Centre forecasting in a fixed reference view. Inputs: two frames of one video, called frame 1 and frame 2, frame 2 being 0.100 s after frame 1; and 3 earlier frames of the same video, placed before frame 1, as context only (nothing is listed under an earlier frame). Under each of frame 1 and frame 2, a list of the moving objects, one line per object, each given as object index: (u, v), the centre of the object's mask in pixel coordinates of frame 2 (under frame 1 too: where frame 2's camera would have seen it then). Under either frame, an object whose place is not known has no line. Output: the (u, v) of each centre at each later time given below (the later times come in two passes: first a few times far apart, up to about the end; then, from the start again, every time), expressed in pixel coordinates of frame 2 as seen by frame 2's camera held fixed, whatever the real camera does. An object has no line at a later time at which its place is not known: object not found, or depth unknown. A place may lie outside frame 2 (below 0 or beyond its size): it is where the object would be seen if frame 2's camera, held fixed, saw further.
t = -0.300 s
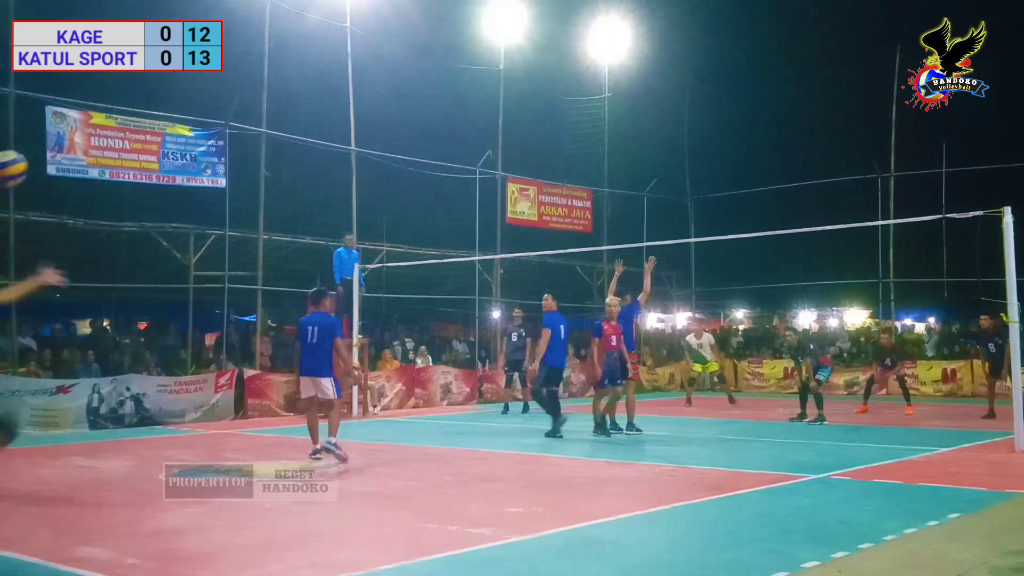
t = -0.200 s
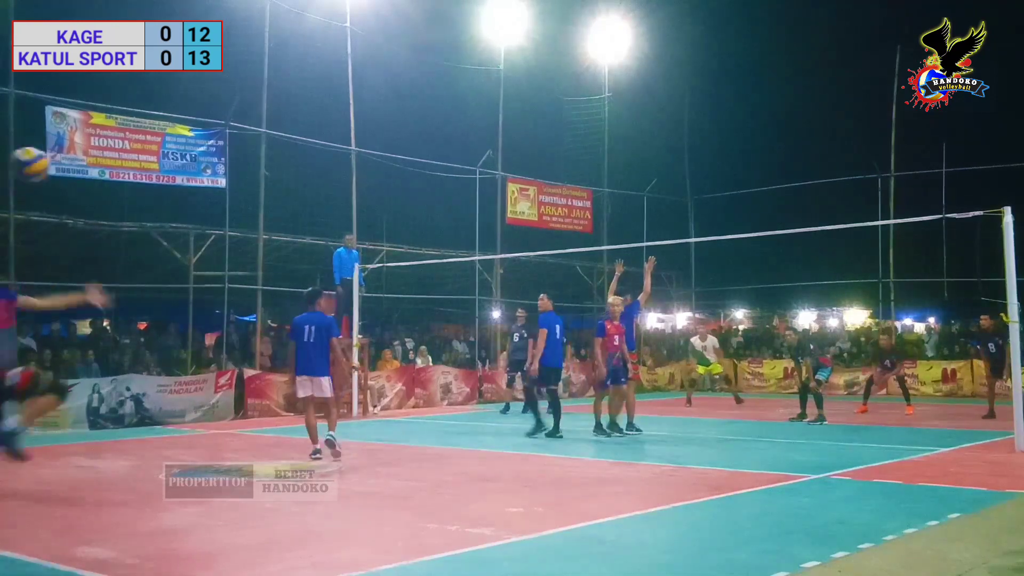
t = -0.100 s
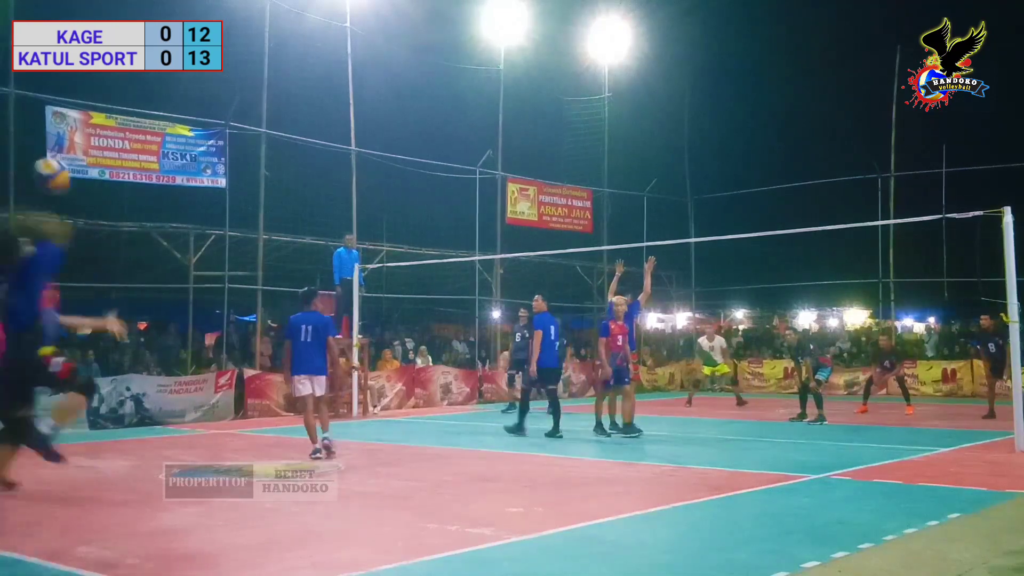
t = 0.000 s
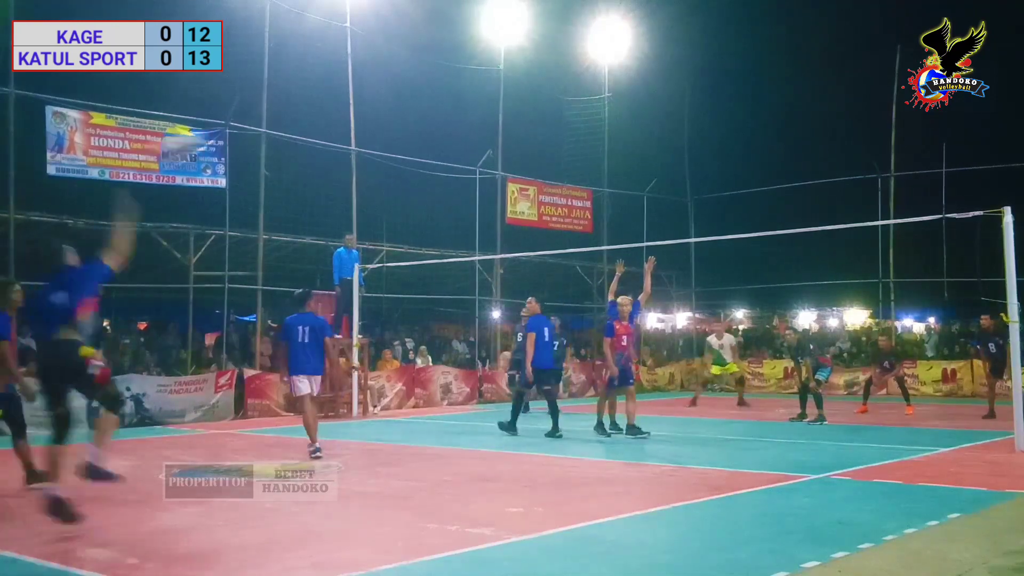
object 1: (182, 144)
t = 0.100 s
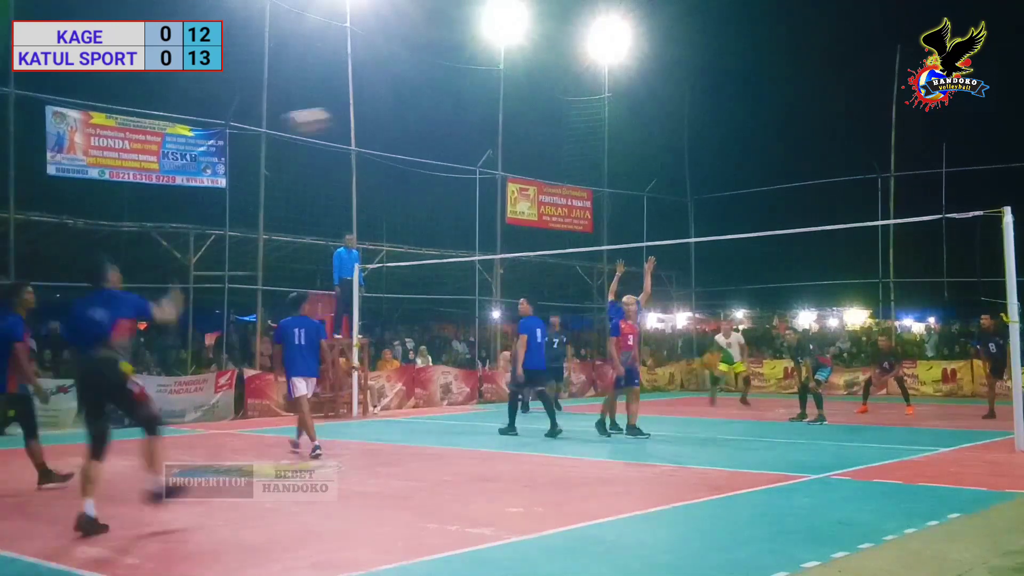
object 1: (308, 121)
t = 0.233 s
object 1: (429, 111)
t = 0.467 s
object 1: (566, 137)
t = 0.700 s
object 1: (648, 191)
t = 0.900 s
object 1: (698, 253)
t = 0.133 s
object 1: (344, 115)
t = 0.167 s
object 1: (375, 111)
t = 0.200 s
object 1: (403, 111)
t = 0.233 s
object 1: (429, 111)
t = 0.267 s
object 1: (453, 112)
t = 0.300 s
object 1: (478, 114)
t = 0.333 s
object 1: (497, 116)
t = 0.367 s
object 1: (516, 121)
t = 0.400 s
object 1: (534, 126)
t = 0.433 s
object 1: (550, 131)
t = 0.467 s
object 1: (566, 137)
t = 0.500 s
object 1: (579, 143)
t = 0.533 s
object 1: (593, 151)
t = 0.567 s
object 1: (605, 158)
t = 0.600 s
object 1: (616, 165)
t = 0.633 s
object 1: (628, 173)
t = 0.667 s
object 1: (639, 182)
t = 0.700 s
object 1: (648, 191)
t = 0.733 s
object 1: (657, 201)
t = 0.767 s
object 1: (666, 211)
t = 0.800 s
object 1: (675, 221)
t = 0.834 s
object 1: (682, 230)
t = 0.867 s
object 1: (691, 242)
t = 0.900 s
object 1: (698, 253)
